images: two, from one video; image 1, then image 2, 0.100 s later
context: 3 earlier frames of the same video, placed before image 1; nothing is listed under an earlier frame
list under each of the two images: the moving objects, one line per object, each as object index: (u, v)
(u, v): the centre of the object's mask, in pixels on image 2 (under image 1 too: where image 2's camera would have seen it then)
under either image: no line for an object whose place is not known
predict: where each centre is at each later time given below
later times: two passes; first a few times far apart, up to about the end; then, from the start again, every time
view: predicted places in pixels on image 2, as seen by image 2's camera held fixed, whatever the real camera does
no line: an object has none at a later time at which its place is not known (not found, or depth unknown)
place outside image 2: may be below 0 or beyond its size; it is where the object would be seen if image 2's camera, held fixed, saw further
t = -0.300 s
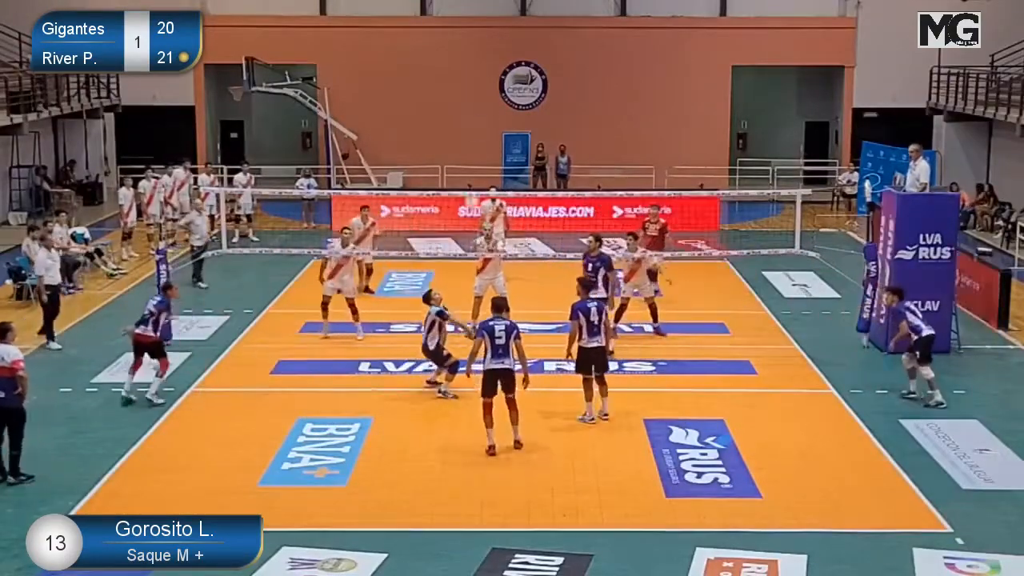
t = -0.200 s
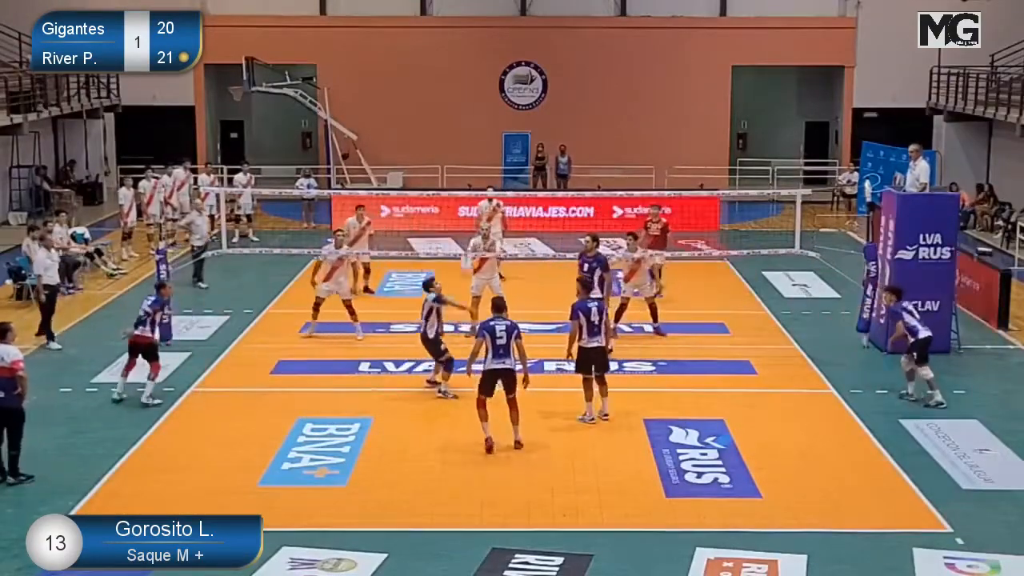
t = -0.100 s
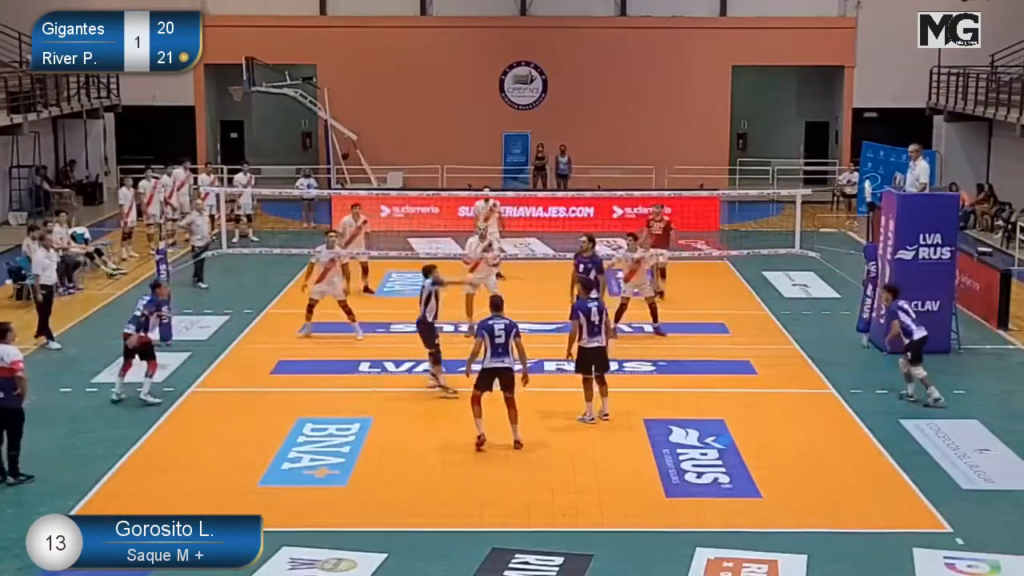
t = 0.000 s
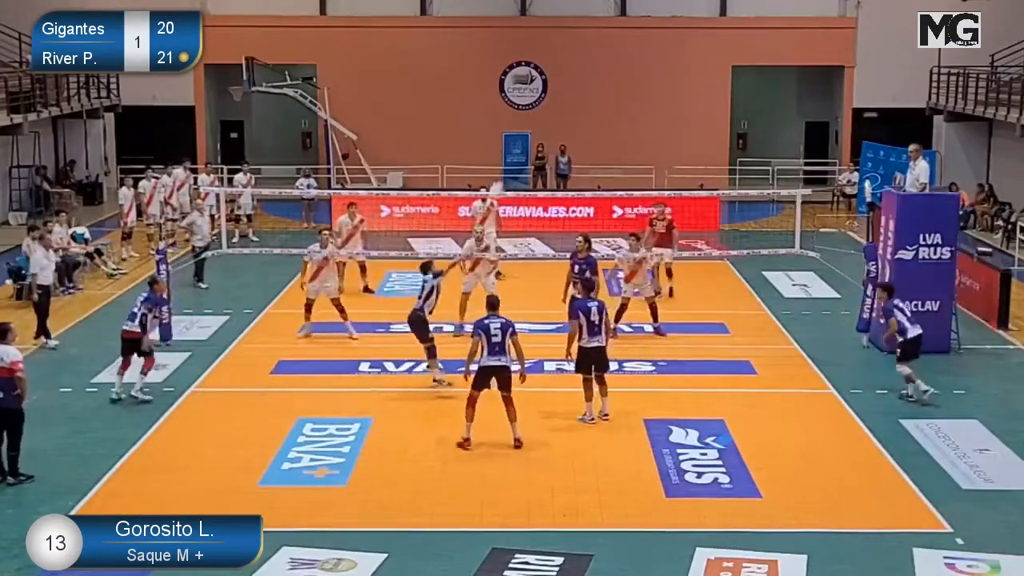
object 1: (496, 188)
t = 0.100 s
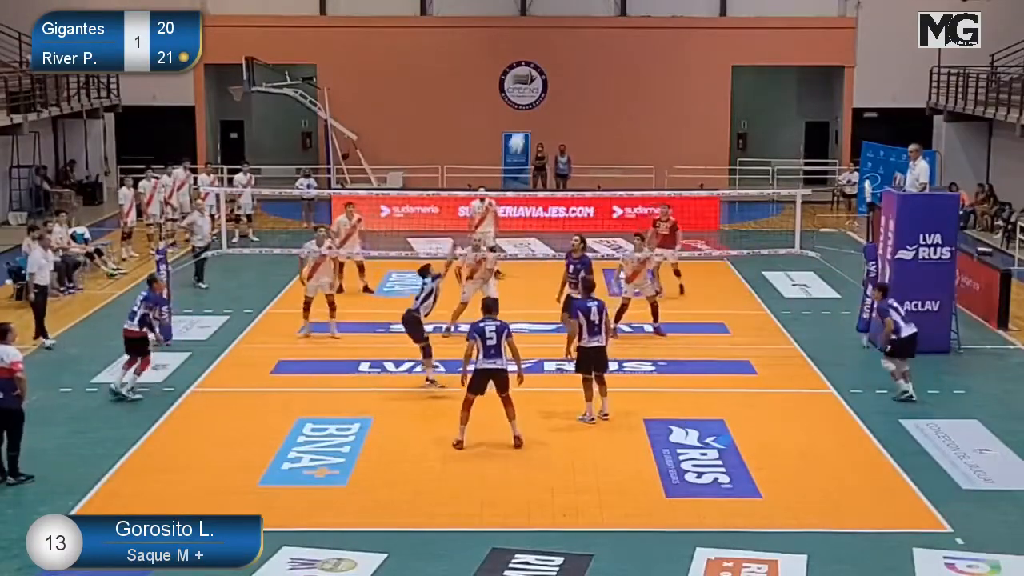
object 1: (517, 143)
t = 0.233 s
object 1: (544, 89)
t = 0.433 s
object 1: (584, 33)
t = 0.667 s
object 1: (630, 7)
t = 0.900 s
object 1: (674, 19)
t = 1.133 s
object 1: (715, 69)
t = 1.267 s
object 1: (737, 115)
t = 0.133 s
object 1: (523, 128)
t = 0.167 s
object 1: (530, 114)
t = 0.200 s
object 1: (537, 101)
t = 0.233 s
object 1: (544, 89)
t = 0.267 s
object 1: (550, 77)
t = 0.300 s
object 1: (557, 67)
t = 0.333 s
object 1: (563, 57)
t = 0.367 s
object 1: (570, 48)
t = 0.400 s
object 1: (577, 40)
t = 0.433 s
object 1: (584, 33)
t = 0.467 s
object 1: (591, 28)
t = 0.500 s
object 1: (597, 22)
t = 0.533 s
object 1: (604, 17)
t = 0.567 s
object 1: (610, 13)
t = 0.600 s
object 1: (617, 10)
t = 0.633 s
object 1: (623, 8)
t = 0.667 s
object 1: (630, 7)
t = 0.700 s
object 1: (635, 6)
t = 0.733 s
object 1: (643, 6)
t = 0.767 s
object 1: (650, 7)
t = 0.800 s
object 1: (655, 9)
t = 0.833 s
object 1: (661, 11)
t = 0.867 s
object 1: (669, 16)
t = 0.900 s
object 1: (674, 19)
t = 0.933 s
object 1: (680, 24)
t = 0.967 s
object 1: (686, 30)
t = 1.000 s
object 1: (692, 36)
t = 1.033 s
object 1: (698, 44)
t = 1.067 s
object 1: (704, 52)
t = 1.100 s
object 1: (710, 61)
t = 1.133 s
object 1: (715, 69)
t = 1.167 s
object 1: (721, 78)
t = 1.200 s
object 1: (727, 91)
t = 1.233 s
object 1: (732, 103)
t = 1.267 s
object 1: (737, 115)
